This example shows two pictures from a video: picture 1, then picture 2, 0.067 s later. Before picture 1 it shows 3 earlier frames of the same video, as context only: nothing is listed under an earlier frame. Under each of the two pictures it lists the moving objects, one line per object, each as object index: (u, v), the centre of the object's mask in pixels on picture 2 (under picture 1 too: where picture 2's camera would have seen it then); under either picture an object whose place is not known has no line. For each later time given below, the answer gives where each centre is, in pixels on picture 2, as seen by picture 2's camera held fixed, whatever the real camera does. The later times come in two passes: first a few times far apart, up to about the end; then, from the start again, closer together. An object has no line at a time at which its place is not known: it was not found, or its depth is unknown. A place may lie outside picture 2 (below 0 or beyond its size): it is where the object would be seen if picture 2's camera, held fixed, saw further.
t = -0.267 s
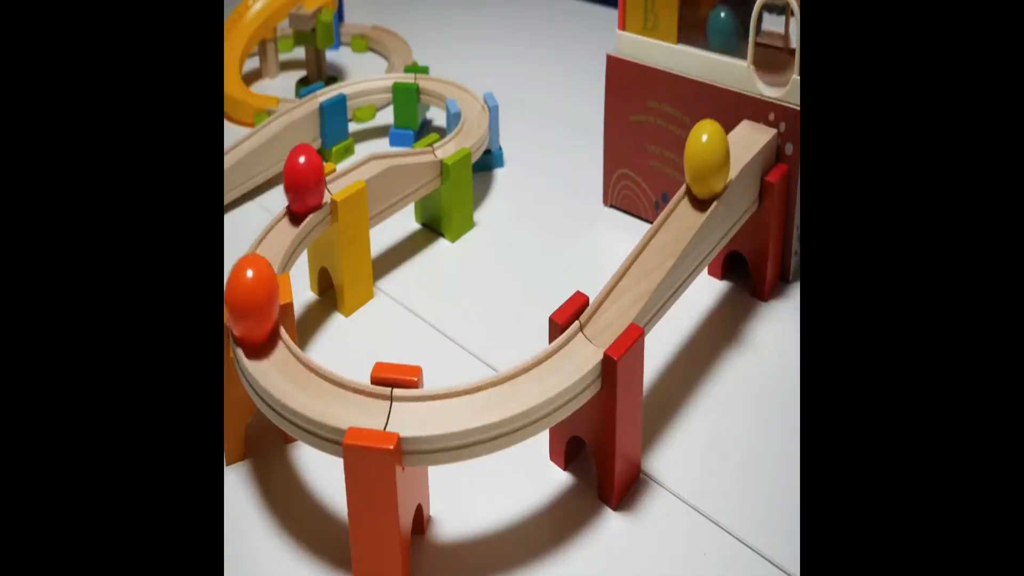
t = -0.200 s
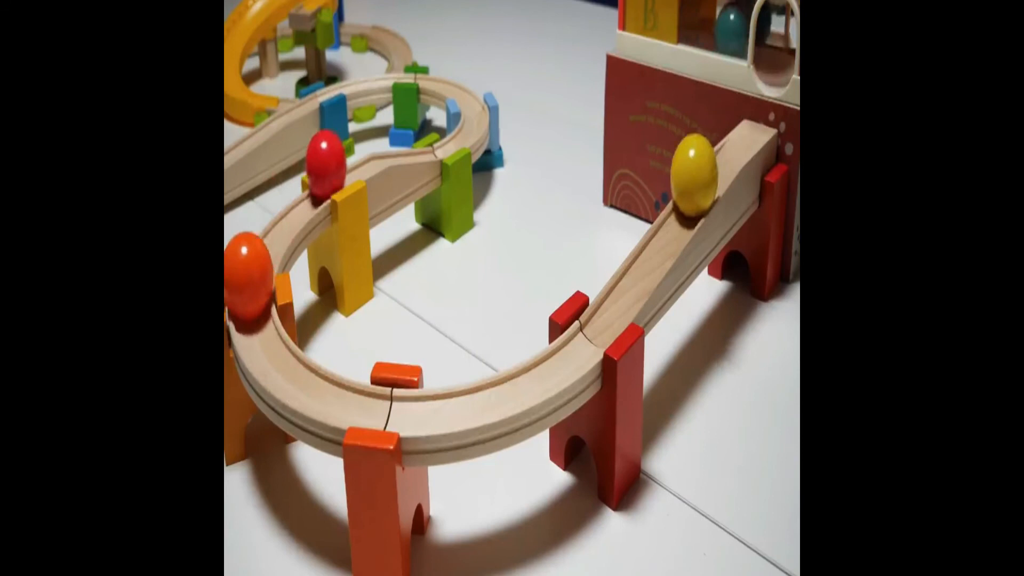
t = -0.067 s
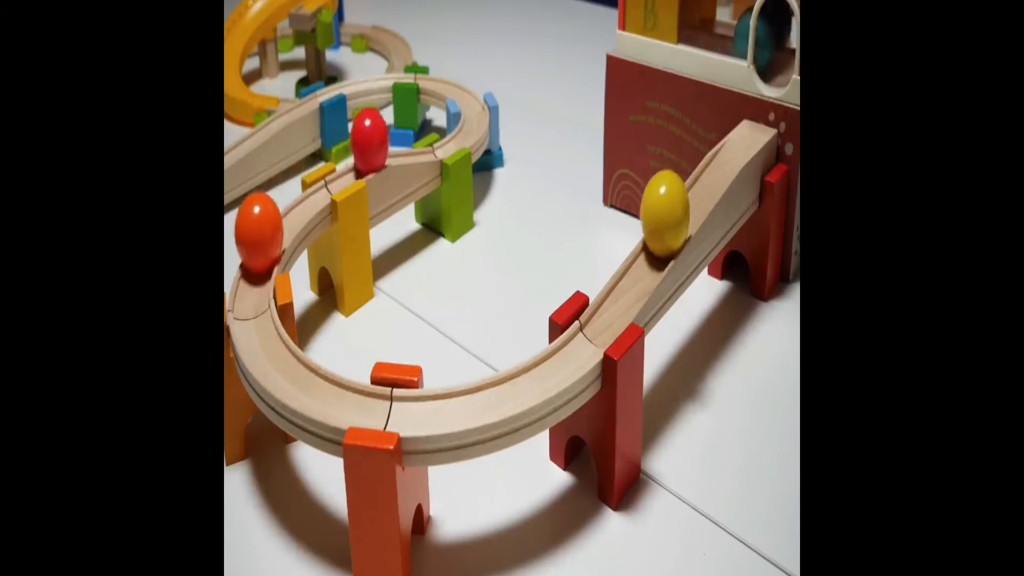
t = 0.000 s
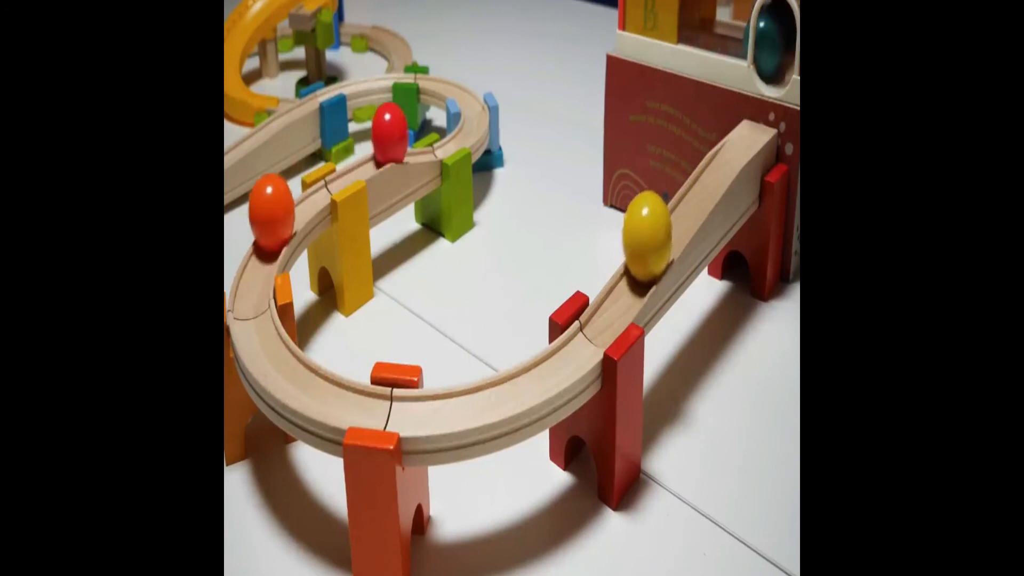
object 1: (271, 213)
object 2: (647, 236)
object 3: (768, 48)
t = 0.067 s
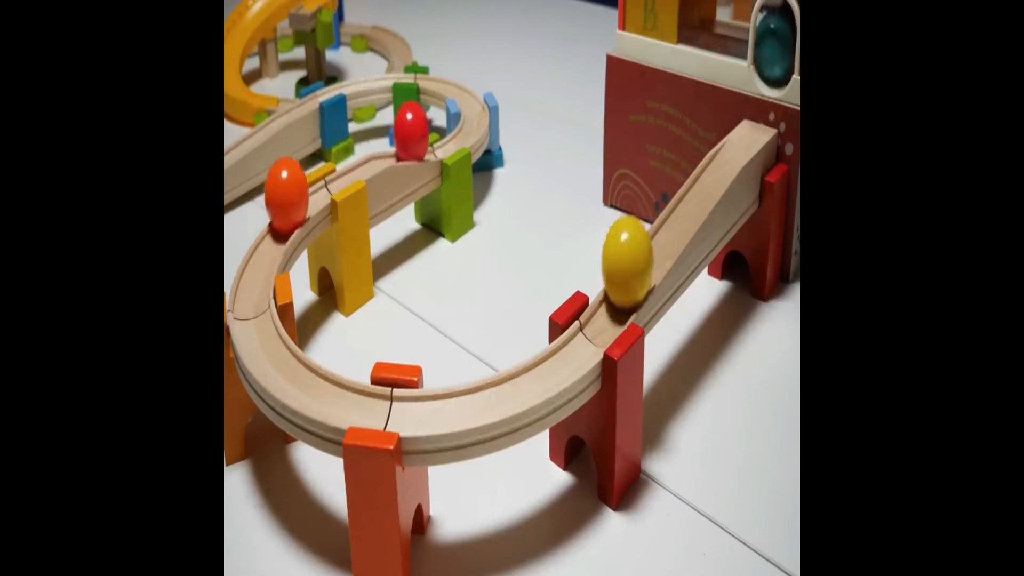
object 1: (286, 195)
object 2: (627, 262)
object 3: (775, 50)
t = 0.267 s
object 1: (345, 153)
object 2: (548, 341)
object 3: (773, 58)
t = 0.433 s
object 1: (388, 134)
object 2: (444, 375)
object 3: (754, 102)
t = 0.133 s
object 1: (305, 180)
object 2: (605, 292)
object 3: (777, 53)
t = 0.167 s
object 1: (315, 172)
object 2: (592, 306)
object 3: (777, 54)
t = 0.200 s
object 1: (325, 165)
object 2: (579, 319)
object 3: (776, 56)
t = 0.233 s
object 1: (336, 159)
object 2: (564, 330)
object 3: (774, 57)
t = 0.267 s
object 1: (345, 153)
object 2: (548, 341)
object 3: (773, 58)
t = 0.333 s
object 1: (363, 144)
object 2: (510, 359)
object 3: (767, 76)
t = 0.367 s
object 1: (372, 140)
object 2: (488, 366)
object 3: (764, 85)
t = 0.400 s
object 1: (380, 136)
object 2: (466, 372)
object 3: (760, 101)
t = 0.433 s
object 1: (388, 134)
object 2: (444, 375)
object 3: (754, 102)
